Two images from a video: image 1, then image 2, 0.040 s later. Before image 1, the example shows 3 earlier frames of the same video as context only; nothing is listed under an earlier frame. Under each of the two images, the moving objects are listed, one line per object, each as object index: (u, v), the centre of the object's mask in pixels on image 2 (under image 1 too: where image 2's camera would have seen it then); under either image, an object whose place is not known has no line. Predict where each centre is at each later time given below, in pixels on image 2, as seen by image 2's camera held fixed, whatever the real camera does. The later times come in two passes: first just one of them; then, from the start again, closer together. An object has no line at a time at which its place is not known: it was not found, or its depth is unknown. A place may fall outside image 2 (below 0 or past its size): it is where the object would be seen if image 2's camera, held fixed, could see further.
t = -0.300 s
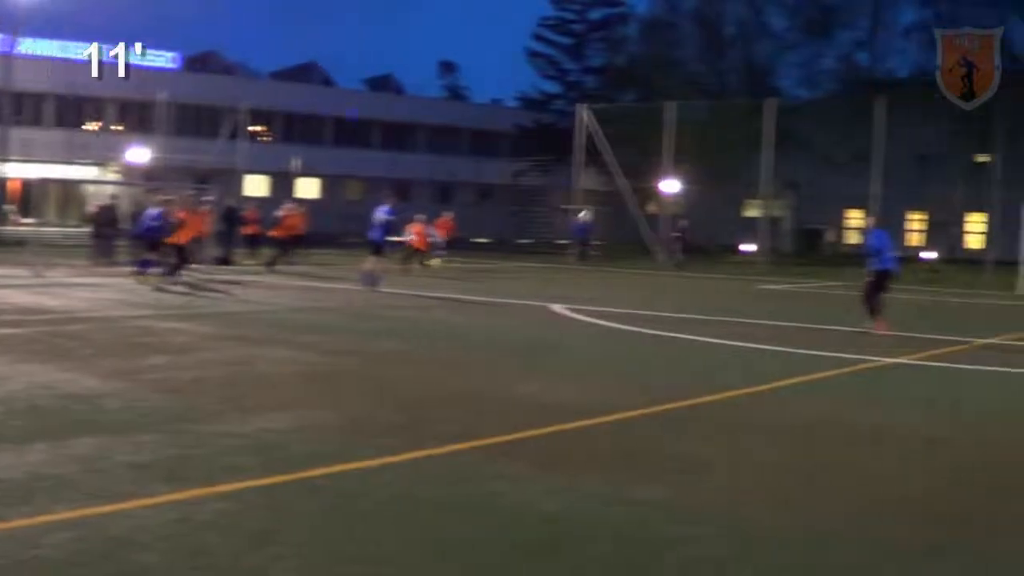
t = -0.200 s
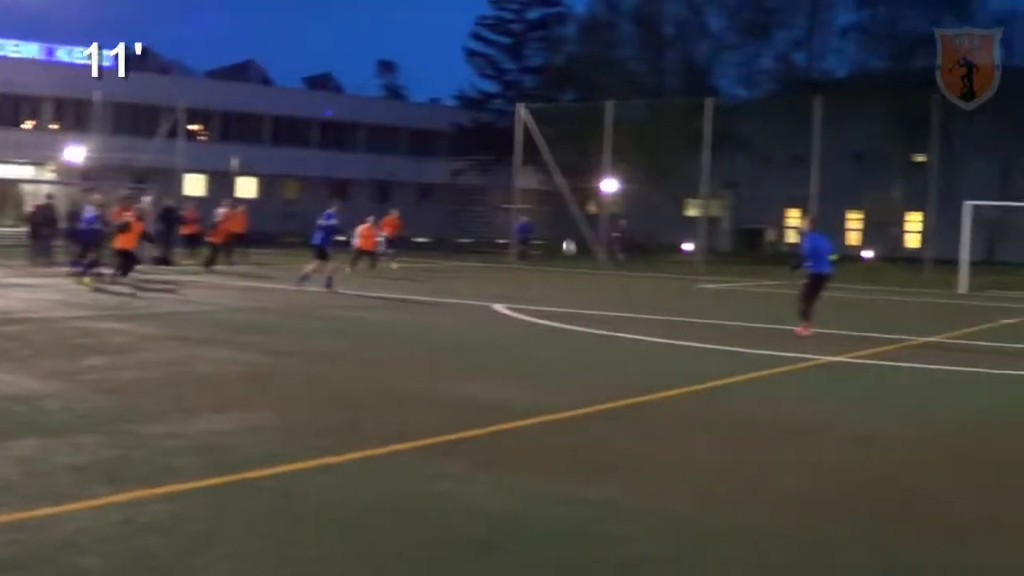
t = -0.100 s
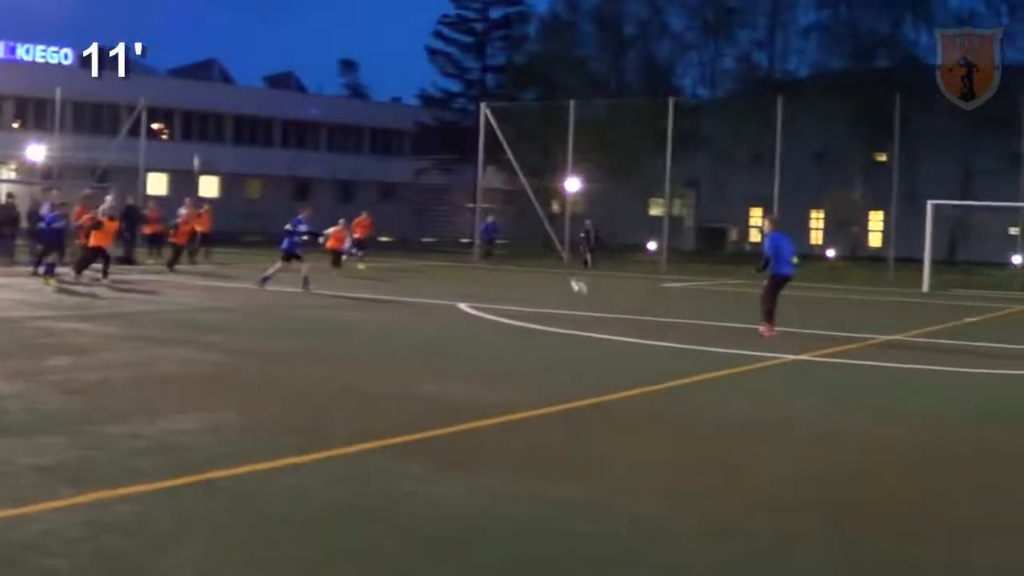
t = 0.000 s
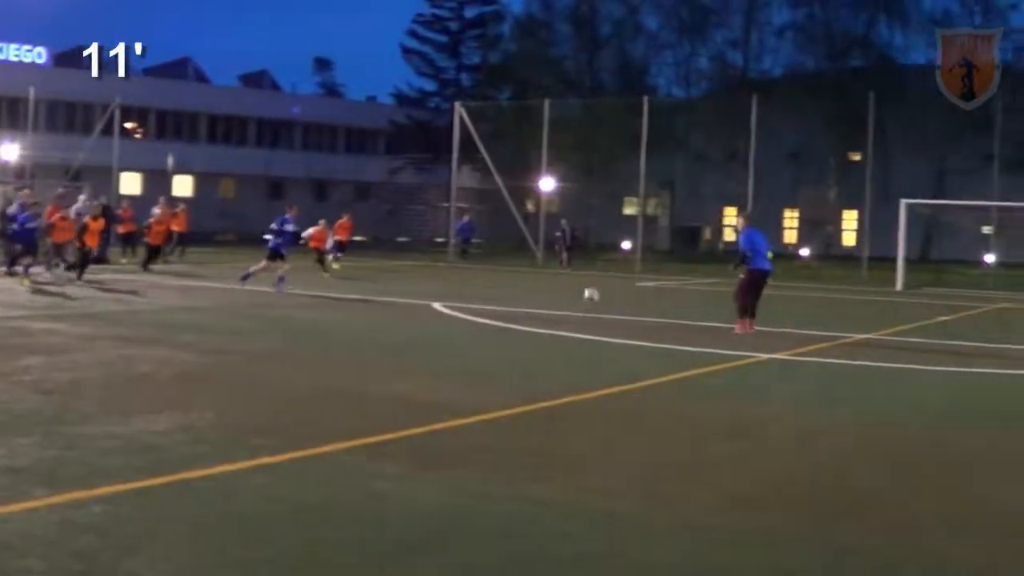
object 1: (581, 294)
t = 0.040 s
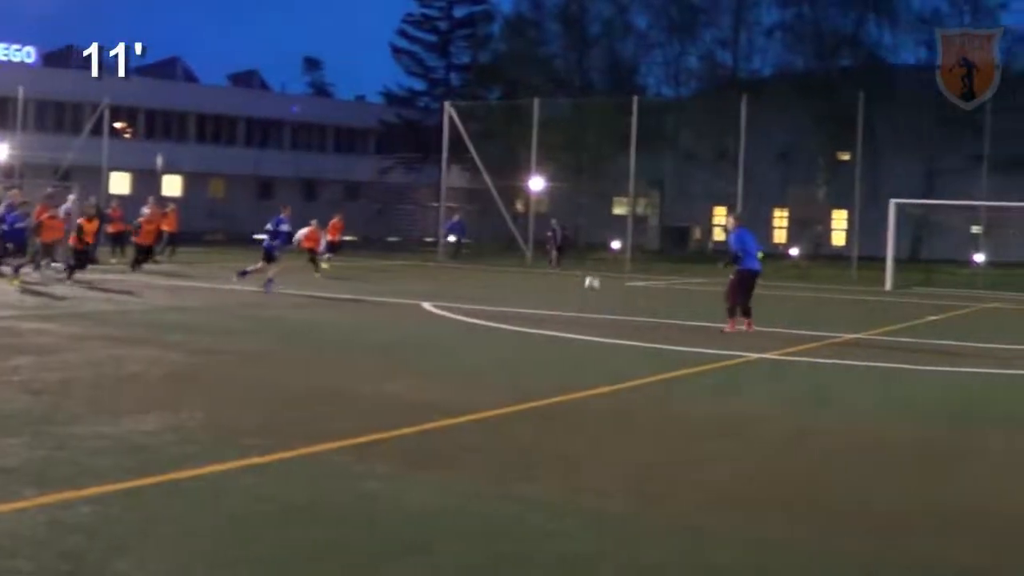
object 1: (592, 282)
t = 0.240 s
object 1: (649, 240)
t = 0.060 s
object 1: (598, 277)
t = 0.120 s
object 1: (614, 262)
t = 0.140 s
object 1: (619, 258)
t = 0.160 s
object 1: (625, 253)
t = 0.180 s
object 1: (631, 250)
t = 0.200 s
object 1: (636, 246)
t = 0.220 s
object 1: (643, 242)
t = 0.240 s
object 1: (649, 240)
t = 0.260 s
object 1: (655, 236)
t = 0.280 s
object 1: (661, 234)
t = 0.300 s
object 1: (668, 231)
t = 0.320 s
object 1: (675, 229)
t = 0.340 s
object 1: (682, 227)
